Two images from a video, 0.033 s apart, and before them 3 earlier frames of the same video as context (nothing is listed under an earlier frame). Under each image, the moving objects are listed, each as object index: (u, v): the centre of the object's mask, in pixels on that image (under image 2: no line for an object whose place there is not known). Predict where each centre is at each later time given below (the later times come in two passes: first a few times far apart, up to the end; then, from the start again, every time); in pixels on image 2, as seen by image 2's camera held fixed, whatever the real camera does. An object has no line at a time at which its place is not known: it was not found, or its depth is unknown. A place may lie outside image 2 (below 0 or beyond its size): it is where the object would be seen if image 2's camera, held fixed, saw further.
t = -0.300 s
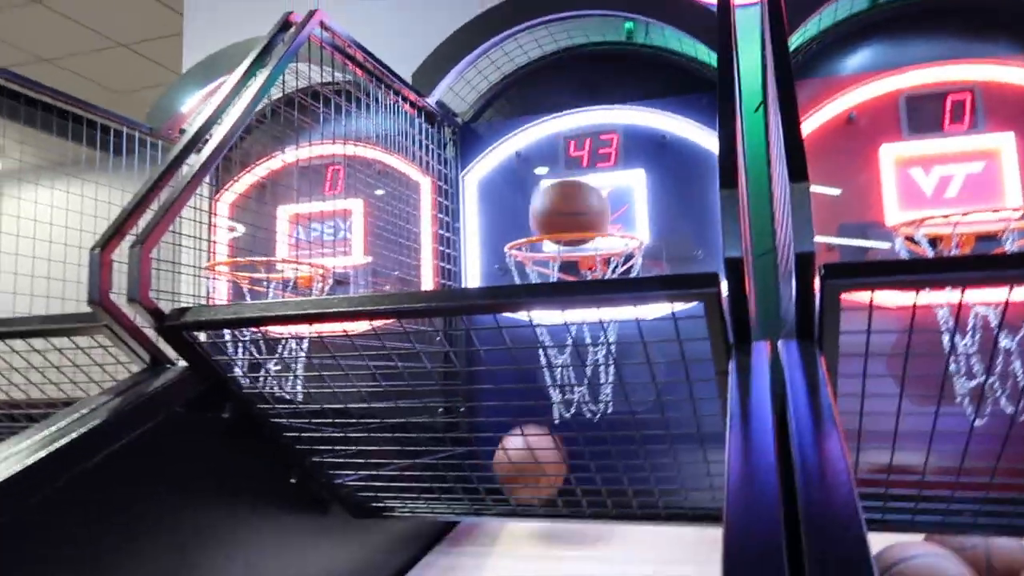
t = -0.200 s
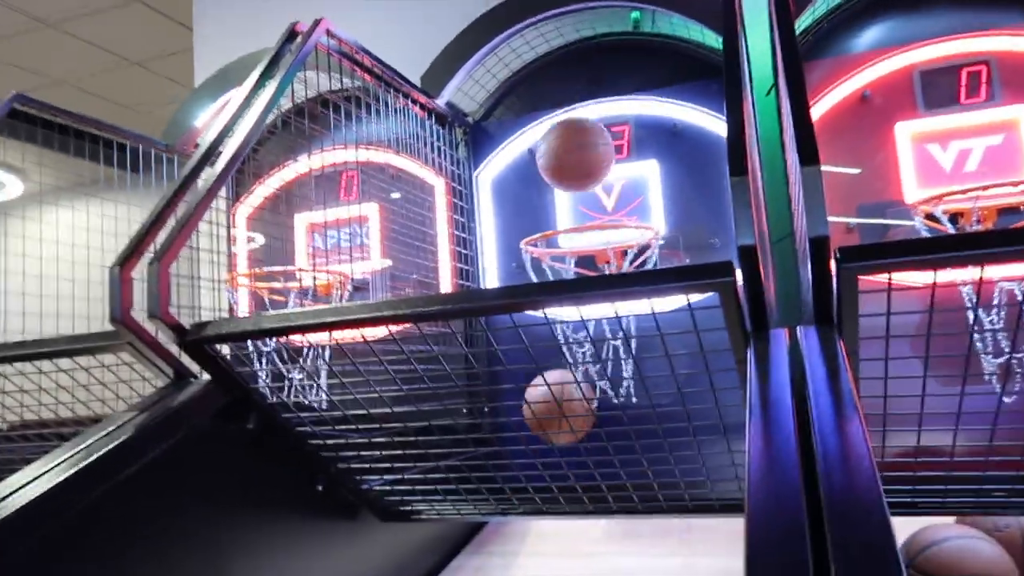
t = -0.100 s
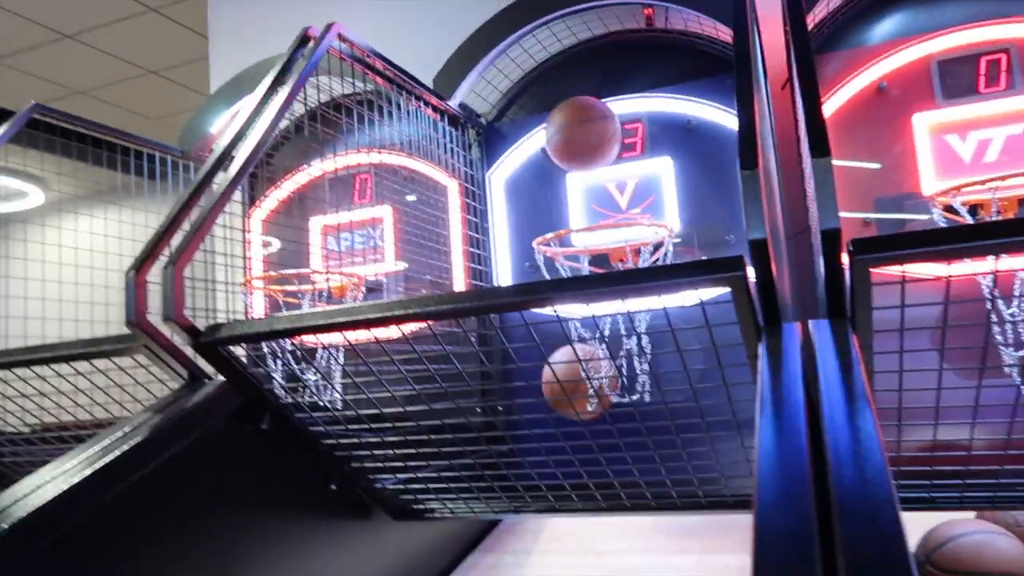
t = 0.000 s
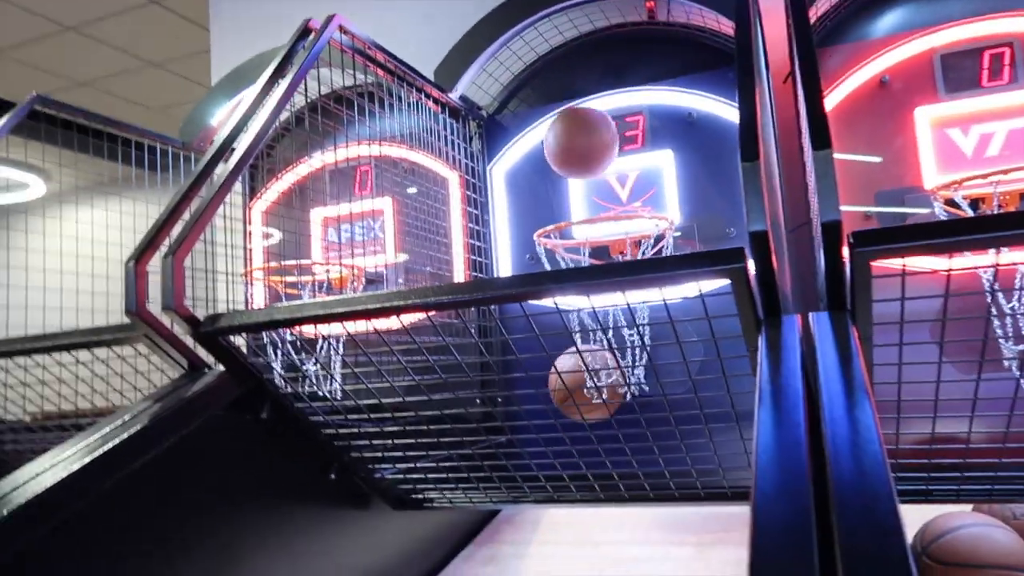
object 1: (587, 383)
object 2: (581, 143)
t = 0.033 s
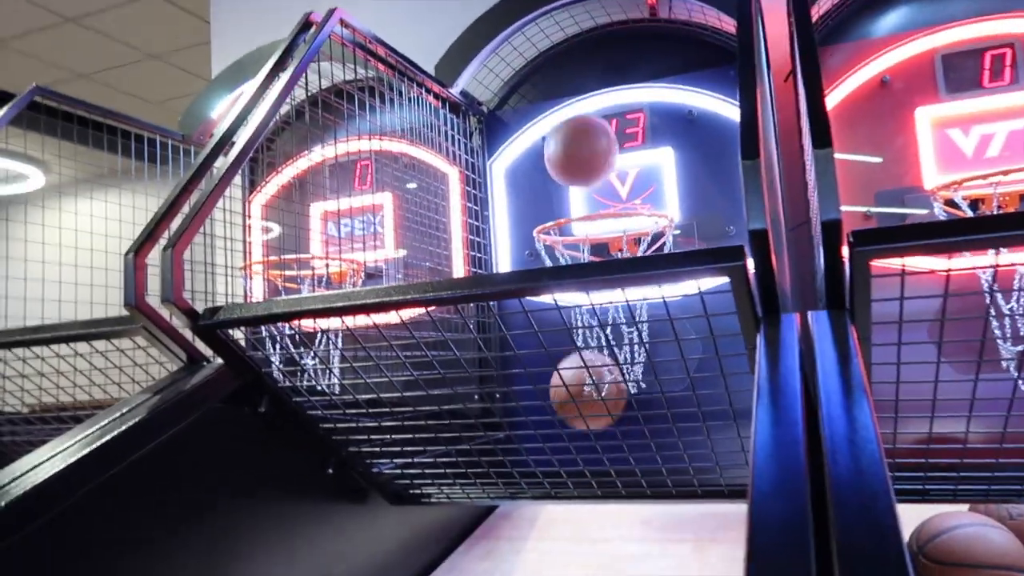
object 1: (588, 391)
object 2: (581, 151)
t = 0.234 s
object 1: (607, 464)
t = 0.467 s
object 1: (613, 449)
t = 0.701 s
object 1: (625, 532)
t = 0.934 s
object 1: (640, 533)
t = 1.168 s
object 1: (646, 543)
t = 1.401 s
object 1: (647, 559)
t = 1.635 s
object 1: (641, 587)
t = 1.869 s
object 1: (627, 604)
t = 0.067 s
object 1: (592, 406)
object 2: (580, 167)
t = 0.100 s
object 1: (596, 425)
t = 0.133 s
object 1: (599, 447)
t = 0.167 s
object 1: (603, 463)
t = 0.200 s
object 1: (608, 505)
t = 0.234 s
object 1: (607, 464)
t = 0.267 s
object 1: (607, 457)
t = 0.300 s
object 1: (608, 450)
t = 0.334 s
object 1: (608, 444)
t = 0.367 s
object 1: (609, 440)
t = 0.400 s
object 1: (610, 440)
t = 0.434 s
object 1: (612, 444)
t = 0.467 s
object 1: (613, 449)
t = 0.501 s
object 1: (615, 456)
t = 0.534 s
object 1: (618, 479)
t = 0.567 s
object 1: (622, 509)
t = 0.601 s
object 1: (626, 544)
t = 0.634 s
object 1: (626, 539)
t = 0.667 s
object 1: (626, 535)
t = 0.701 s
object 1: (625, 532)
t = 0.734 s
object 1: (627, 533)
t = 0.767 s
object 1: (632, 538)
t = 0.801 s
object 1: (636, 546)
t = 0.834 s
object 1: (639, 548)
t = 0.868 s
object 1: (639, 539)
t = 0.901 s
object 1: (640, 535)
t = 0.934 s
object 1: (640, 533)
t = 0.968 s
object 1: (641, 534)
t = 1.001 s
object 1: (643, 537)
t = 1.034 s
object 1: (644, 544)
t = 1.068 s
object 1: (646, 549)
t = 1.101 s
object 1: (646, 544)
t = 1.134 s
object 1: (646, 542)
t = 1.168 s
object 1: (646, 543)
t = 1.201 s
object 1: (647, 546)
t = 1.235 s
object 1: (648, 554)
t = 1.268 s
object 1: (648, 552)
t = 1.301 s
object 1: (647, 551)
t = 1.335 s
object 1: (647, 555)
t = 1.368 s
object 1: (648, 561)
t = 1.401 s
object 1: (647, 559)
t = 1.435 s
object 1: (646, 561)
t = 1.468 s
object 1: (646, 568)
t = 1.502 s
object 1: (645, 570)
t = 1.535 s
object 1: (645, 573)
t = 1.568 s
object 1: (643, 579)
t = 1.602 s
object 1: (642, 582)
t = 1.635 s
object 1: (641, 587)
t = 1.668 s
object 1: (640, 589)
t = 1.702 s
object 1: (638, 591)
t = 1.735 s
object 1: (637, 594)
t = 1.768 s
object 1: (634, 596)
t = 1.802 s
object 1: (632, 599)
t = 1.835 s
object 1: (630, 601)
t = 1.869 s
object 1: (627, 604)
